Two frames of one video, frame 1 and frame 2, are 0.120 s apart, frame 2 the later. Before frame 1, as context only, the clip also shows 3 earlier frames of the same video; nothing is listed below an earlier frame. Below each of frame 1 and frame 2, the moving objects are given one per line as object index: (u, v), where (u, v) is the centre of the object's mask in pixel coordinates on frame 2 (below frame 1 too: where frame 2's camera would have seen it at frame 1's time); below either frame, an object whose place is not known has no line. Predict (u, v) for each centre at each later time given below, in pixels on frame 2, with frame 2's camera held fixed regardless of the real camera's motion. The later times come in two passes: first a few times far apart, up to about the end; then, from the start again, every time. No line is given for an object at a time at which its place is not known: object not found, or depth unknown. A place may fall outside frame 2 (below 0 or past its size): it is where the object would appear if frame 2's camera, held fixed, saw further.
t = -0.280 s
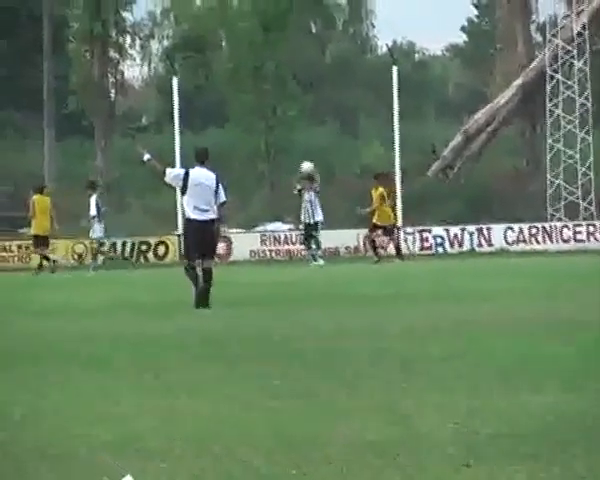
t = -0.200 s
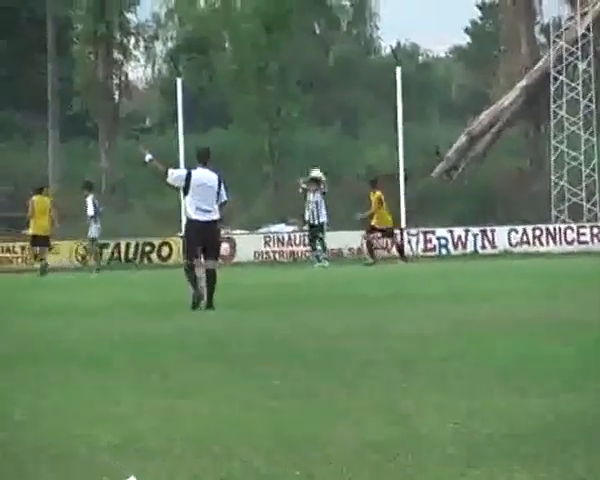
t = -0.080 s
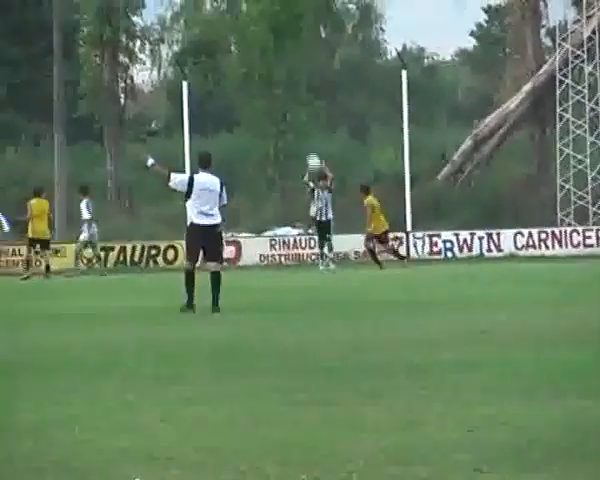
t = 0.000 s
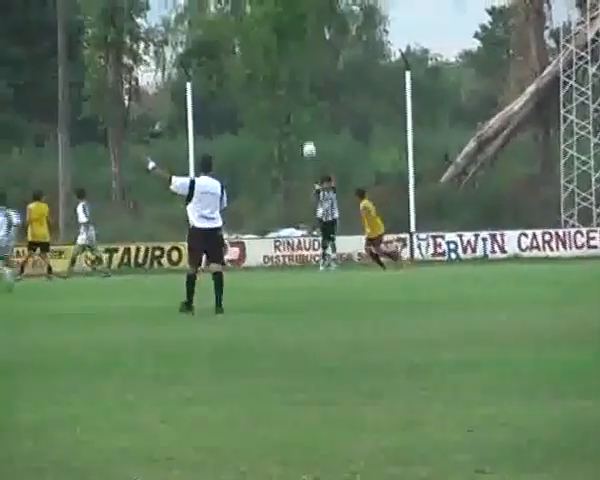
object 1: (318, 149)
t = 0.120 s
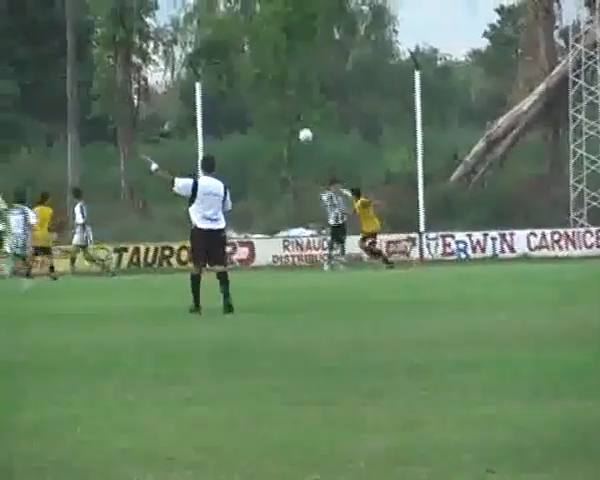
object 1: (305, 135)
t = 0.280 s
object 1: (289, 131)
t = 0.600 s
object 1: (257, 169)
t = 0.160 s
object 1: (301, 133)
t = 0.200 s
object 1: (297, 131)
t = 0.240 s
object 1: (293, 130)
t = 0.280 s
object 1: (289, 131)
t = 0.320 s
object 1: (285, 132)
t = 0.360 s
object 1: (281, 134)
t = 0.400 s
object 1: (277, 137)
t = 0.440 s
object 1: (273, 141)
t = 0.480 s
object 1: (269, 146)
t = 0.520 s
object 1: (265, 153)
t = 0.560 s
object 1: (261, 161)
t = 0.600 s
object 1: (257, 169)
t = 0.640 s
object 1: (253, 179)
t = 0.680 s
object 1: (249, 188)
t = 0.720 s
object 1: (245, 201)
